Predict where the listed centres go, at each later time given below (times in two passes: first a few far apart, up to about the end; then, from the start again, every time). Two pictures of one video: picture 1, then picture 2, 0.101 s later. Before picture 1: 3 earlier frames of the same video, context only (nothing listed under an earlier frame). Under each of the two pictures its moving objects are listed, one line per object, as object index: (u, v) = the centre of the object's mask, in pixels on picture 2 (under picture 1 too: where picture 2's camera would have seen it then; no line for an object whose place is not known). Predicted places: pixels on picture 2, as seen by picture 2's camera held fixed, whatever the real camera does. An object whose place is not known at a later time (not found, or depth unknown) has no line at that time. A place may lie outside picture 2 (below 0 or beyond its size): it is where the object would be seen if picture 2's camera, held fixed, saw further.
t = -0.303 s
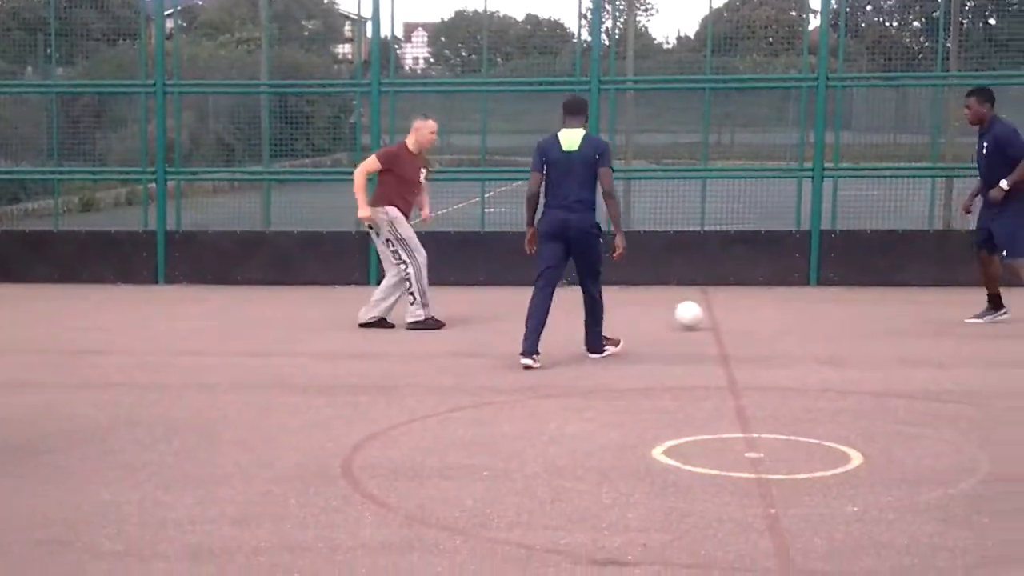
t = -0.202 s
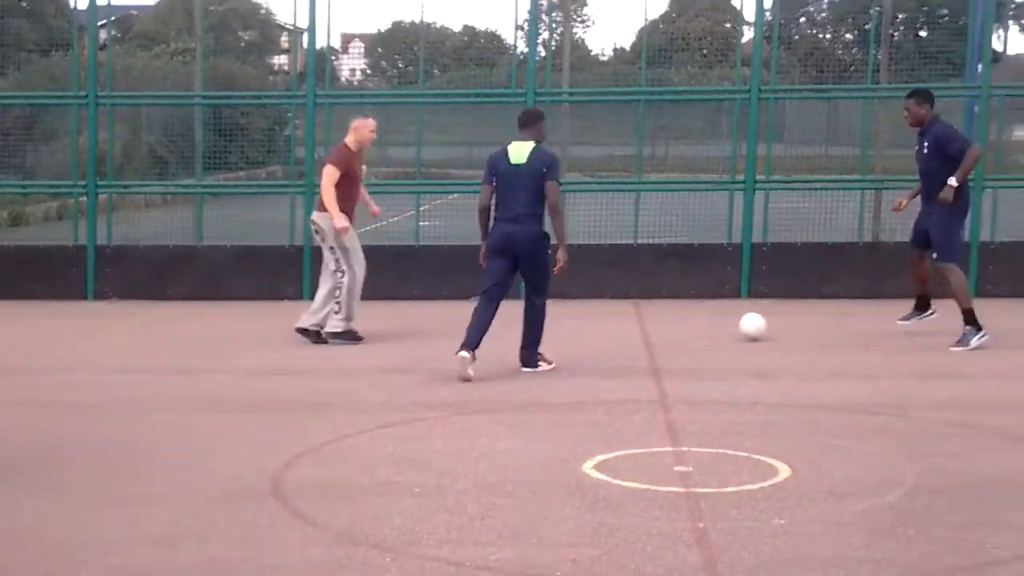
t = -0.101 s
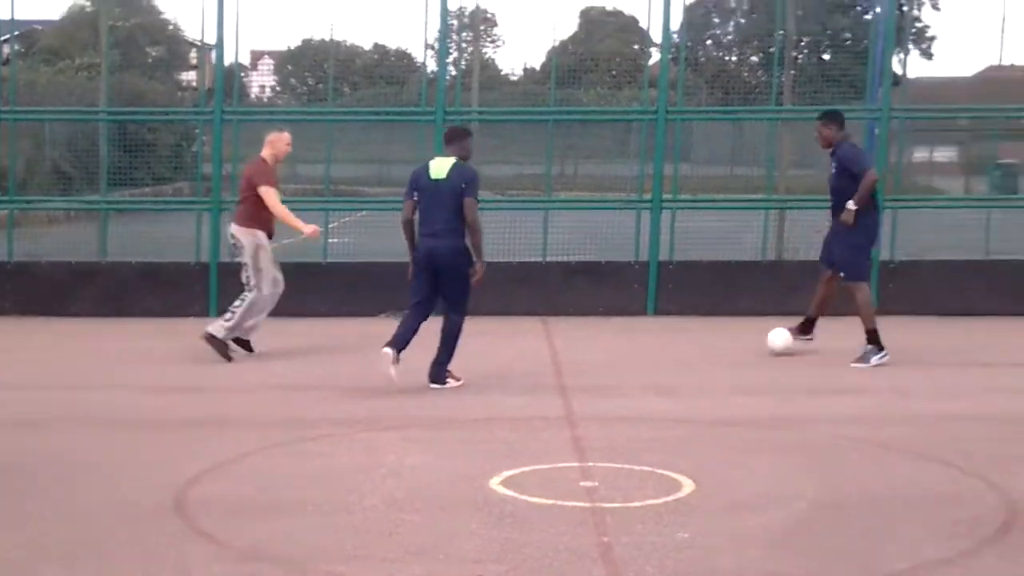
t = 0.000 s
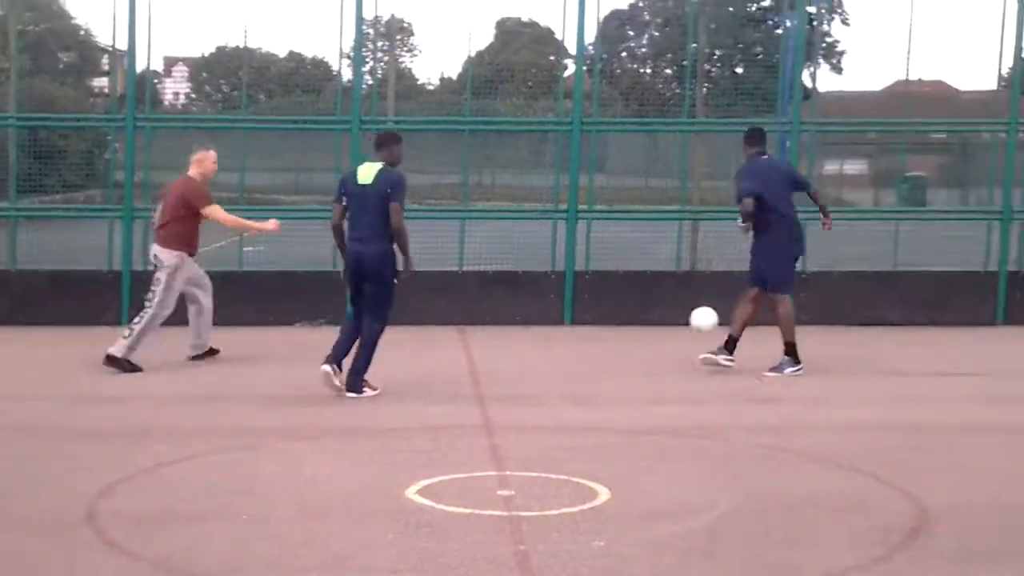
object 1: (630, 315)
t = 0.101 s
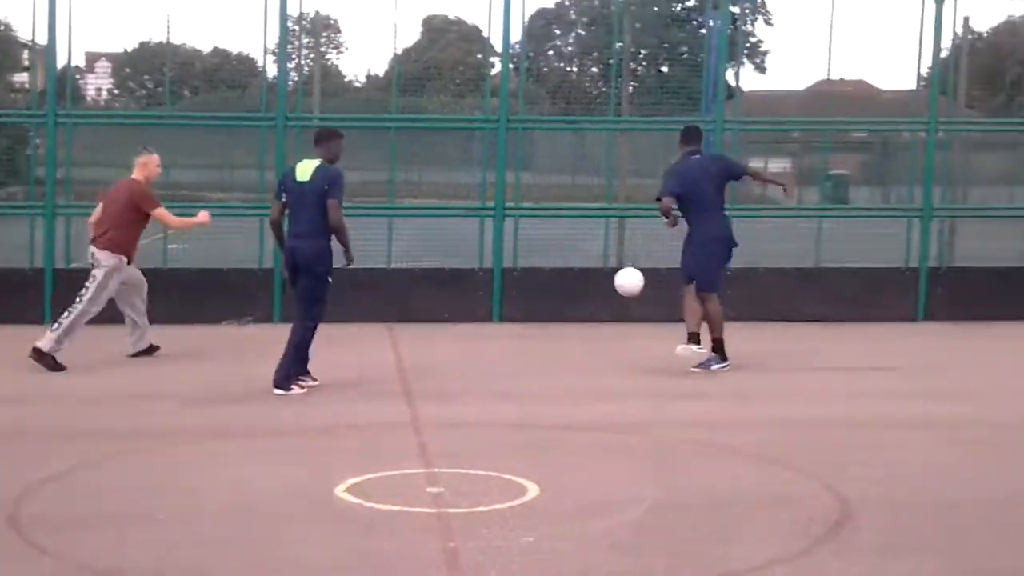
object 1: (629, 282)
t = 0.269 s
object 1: (628, 253)
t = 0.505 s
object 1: (637, 301)
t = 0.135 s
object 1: (628, 273)
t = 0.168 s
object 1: (628, 265)
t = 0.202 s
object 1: (628, 259)
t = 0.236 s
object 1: (628, 255)
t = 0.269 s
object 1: (628, 253)
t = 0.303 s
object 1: (629, 253)
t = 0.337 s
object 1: (629, 254)
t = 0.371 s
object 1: (630, 259)
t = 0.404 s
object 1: (631, 265)
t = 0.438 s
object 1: (632, 273)
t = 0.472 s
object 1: (634, 286)
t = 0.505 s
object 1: (637, 301)
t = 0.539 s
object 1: (638, 318)
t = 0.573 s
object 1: (641, 341)
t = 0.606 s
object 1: (644, 366)
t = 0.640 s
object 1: (648, 396)
